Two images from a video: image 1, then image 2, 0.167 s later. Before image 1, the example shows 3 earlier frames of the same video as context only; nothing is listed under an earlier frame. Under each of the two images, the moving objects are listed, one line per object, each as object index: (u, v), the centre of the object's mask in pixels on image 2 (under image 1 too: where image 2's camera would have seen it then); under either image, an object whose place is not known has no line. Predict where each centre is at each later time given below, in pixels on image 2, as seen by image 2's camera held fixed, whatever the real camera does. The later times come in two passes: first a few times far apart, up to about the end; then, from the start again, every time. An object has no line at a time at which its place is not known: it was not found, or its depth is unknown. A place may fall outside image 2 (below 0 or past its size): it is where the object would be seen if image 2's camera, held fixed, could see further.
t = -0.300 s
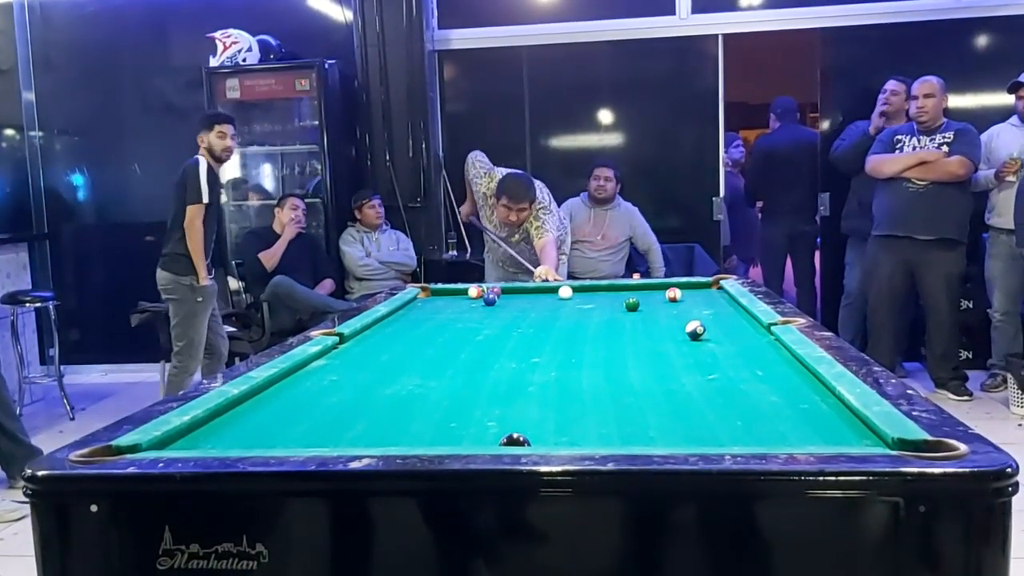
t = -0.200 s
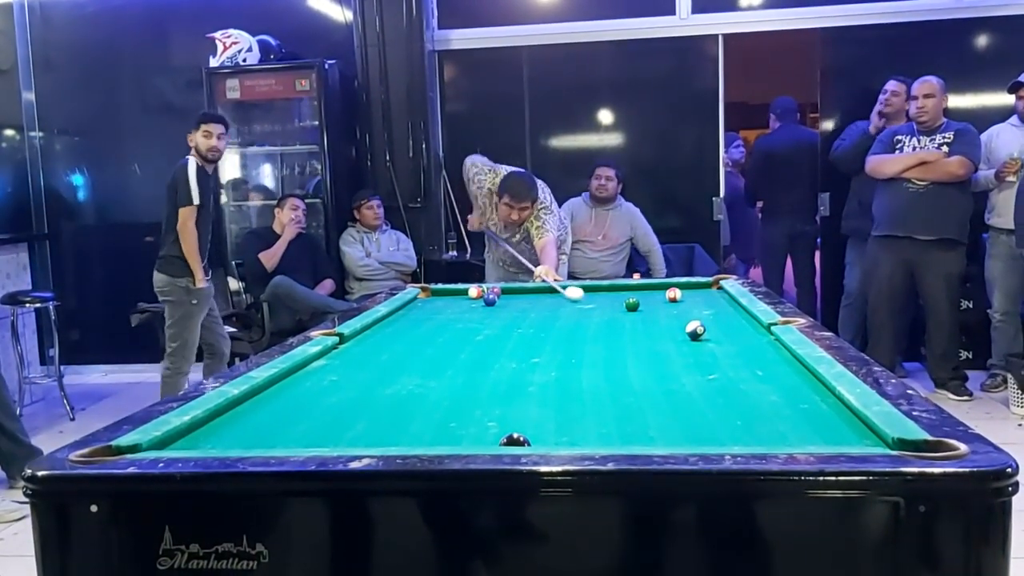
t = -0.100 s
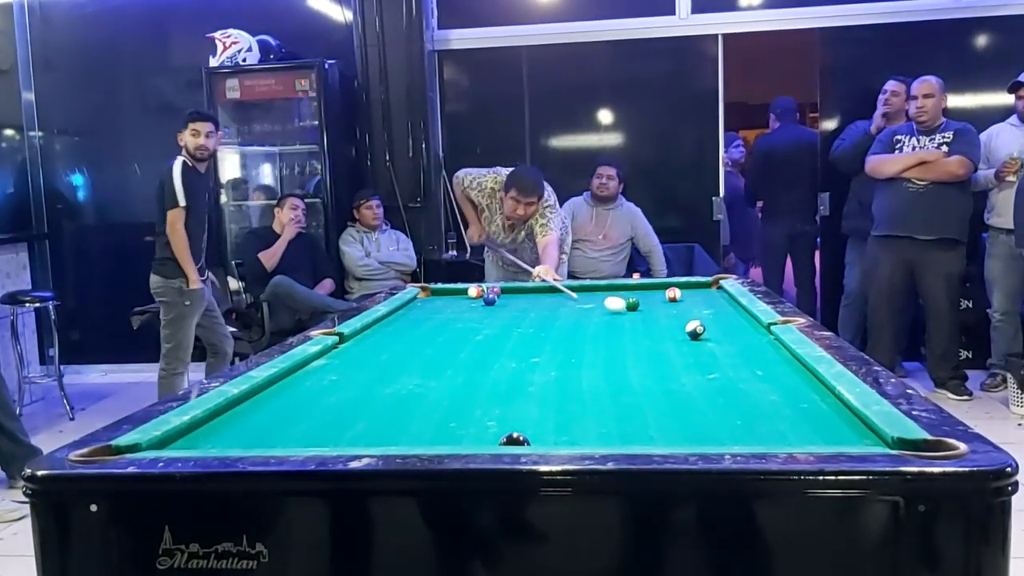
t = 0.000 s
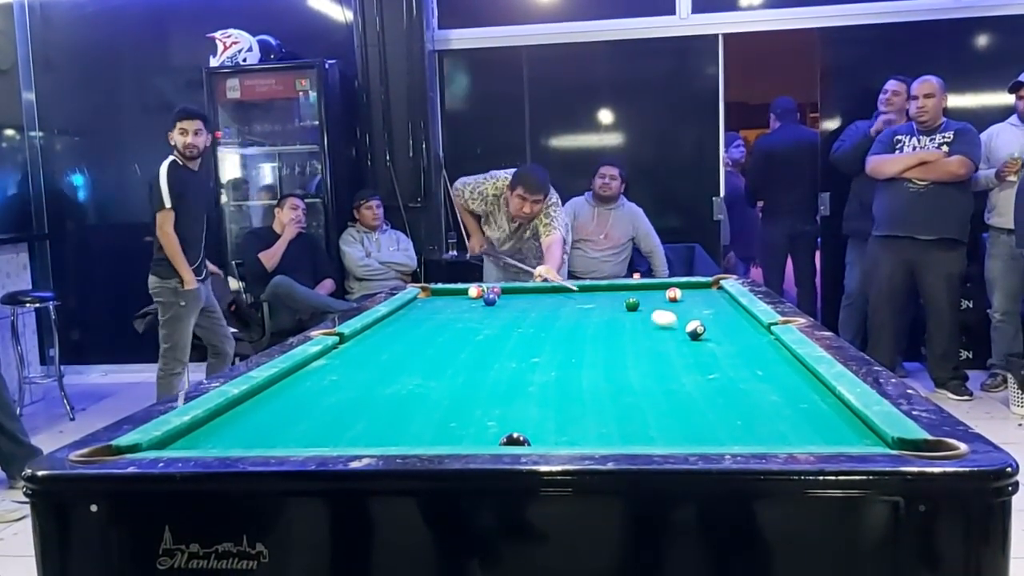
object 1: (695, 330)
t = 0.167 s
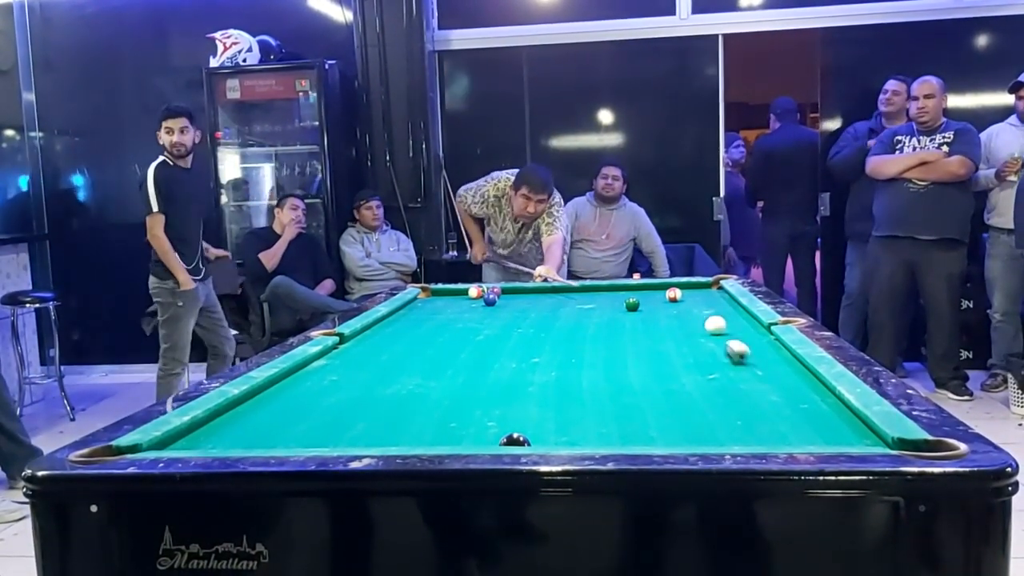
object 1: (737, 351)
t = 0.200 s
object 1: (750, 360)
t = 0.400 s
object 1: (833, 407)
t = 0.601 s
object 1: (822, 426)
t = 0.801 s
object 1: (752, 394)
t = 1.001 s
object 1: (706, 369)
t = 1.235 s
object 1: (666, 346)
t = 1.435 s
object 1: (639, 331)
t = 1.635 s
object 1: (619, 320)
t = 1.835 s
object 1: (601, 311)
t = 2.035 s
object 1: (586, 302)
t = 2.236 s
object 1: (574, 295)
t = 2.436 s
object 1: (562, 289)
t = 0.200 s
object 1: (750, 360)
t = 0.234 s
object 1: (760, 366)
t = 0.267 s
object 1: (776, 374)
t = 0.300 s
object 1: (788, 381)
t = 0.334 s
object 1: (803, 389)
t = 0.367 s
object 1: (819, 398)
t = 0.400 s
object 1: (833, 407)
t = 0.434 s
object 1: (842, 417)
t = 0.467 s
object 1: (845, 426)
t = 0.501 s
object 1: (851, 433)
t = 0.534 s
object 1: (853, 439)
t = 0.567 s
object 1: (838, 432)
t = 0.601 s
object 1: (822, 426)
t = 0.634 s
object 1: (806, 423)
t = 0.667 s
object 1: (793, 414)
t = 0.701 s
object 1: (781, 410)
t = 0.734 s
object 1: (770, 404)
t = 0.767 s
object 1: (760, 399)
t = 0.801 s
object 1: (752, 394)
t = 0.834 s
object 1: (743, 389)
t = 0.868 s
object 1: (734, 385)
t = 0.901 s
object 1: (727, 381)
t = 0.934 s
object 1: (720, 377)
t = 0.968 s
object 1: (712, 372)
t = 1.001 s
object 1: (706, 369)
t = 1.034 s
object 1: (699, 365)
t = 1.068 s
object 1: (693, 362)
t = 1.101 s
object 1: (687, 358)
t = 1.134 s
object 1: (681, 355)
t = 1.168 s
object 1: (676, 352)
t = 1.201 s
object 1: (671, 349)
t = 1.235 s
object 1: (666, 346)
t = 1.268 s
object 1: (661, 344)
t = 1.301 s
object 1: (656, 341)
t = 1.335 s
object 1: (652, 339)
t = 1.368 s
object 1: (648, 336)
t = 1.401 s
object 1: (644, 334)
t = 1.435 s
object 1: (639, 331)
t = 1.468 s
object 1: (635, 329)
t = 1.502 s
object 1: (632, 328)
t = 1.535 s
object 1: (629, 325)
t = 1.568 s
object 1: (625, 324)
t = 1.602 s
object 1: (622, 322)
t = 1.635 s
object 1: (619, 320)
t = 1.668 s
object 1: (616, 318)
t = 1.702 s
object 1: (612, 317)
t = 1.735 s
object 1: (609, 315)
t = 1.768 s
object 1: (607, 313)
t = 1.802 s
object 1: (604, 312)
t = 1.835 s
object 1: (601, 311)
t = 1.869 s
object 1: (598, 309)
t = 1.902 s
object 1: (596, 307)
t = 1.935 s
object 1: (594, 306)
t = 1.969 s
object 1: (591, 305)
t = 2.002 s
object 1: (588, 304)
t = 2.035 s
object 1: (586, 302)
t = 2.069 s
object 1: (584, 301)
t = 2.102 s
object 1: (581, 299)
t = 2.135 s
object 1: (580, 298)
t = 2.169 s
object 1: (577, 297)
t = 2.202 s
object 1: (575, 296)
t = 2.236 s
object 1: (574, 295)
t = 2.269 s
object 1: (572, 294)
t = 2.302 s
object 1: (570, 293)
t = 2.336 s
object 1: (567, 292)
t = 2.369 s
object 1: (566, 291)
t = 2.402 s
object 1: (564, 290)
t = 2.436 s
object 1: (562, 289)
